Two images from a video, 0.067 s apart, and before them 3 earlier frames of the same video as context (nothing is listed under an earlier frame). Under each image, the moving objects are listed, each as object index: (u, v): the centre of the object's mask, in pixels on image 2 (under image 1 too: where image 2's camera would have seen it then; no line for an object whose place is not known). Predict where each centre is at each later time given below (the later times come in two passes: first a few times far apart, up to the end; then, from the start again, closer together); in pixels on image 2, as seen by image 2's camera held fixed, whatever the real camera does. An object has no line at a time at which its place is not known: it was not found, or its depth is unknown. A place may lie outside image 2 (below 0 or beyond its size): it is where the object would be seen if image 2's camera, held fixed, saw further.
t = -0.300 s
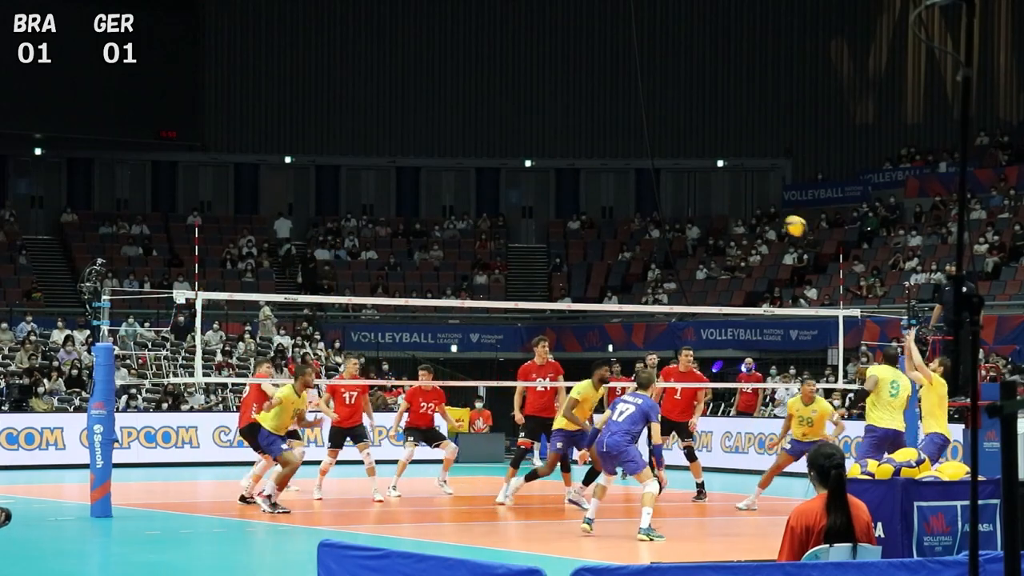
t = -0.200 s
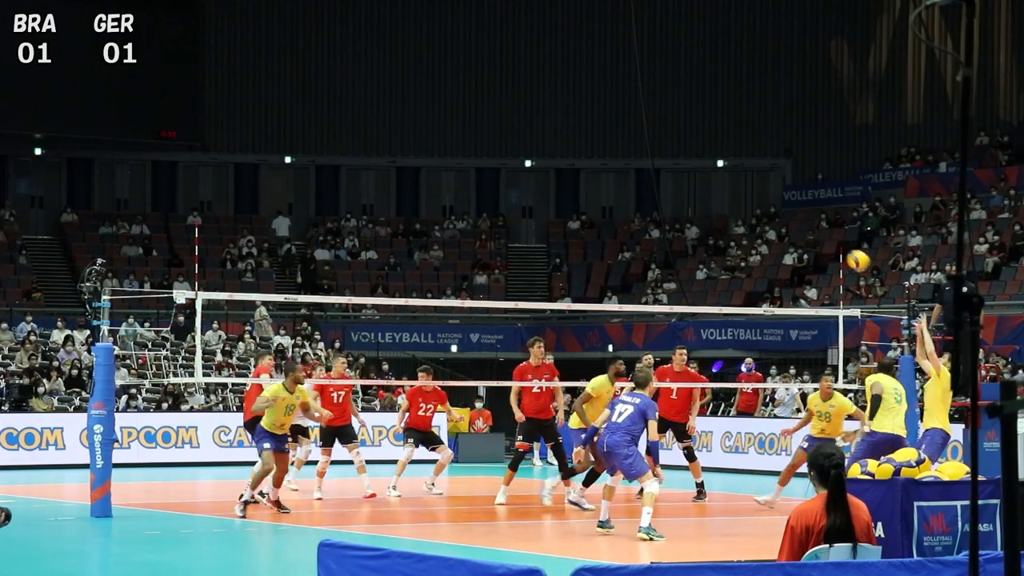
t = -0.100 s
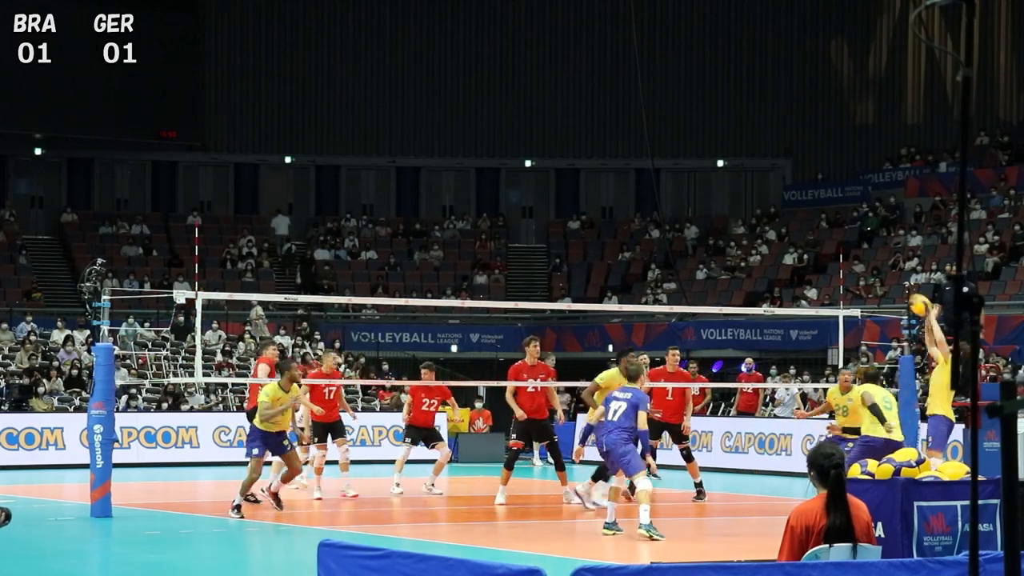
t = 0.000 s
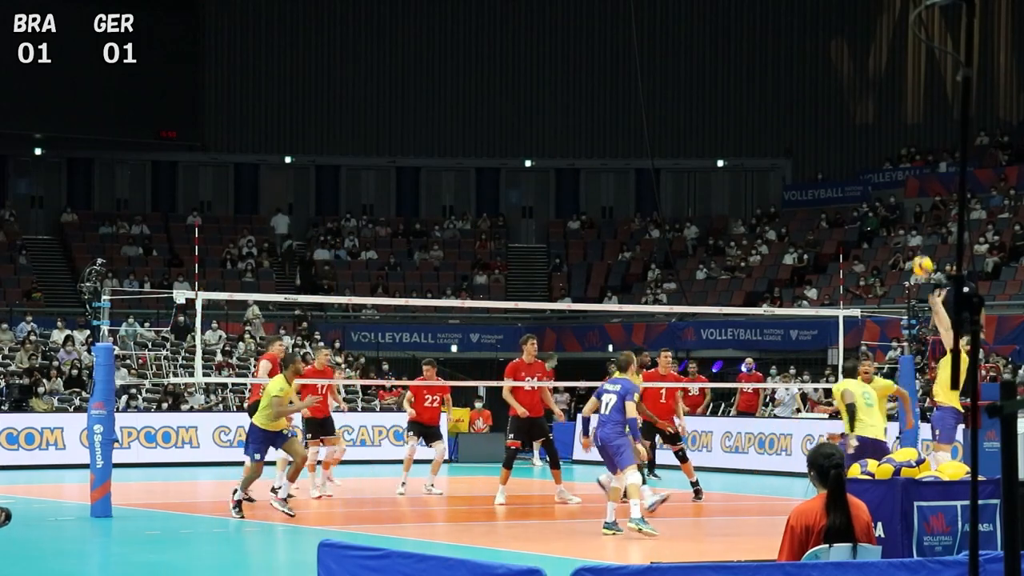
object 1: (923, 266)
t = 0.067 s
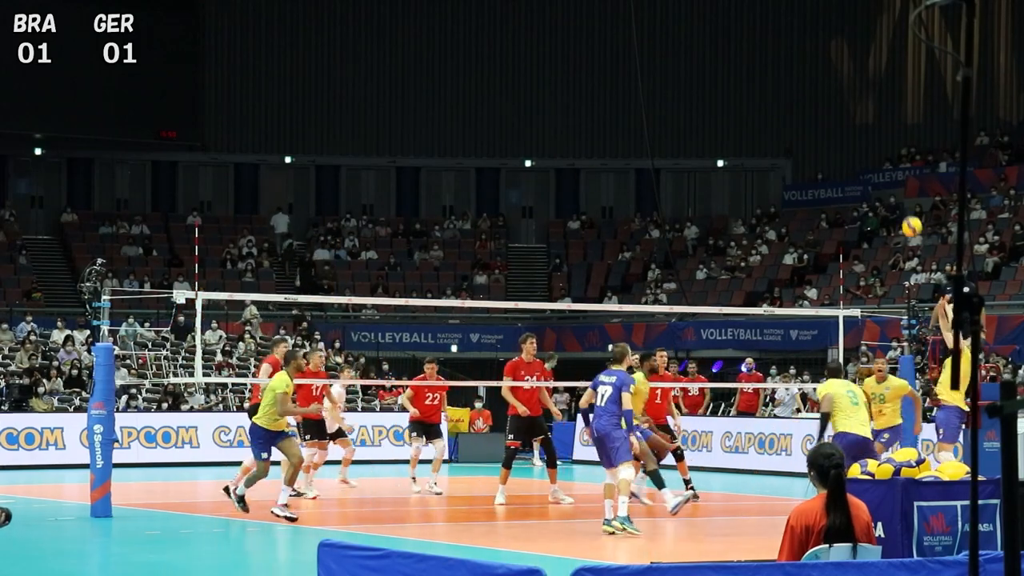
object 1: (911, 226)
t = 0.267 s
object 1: (882, 134)
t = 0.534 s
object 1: (846, 70)
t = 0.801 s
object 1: (811, 68)
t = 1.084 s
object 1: (775, 131)
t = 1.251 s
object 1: (755, 197)
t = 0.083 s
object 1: (909, 218)
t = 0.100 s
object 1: (907, 209)
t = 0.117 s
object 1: (904, 200)
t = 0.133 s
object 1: (901, 192)
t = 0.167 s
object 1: (897, 176)
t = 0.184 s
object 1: (894, 168)
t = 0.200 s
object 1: (892, 161)
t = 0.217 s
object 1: (889, 154)
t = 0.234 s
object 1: (887, 147)
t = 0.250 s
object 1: (885, 140)
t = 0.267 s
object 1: (882, 134)
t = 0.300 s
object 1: (877, 123)
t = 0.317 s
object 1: (875, 117)
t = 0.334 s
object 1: (872, 112)
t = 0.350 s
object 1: (870, 107)
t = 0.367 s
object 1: (868, 102)
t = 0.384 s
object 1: (866, 98)
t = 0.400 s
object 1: (863, 94)
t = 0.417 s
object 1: (861, 90)
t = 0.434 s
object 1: (859, 87)
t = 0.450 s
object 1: (857, 83)
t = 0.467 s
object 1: (855, 80)
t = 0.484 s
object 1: (852, 77)
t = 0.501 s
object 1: (850, 74)
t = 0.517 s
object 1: (848, 72)
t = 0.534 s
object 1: (846, 70)
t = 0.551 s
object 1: (844, 68)
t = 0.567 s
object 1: (841, 67)
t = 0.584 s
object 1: (839, 65)
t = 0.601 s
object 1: (837, 64)
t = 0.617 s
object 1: (834, 63)
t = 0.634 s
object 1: (832, 62)
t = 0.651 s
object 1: (830, 62)
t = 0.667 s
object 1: (828, 61)
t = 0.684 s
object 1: (826, 61)
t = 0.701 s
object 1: (824, 62)
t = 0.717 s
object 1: (822, 62)
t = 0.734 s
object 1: (820, 63)
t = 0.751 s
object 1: (817, 64)
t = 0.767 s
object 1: (815, 65)
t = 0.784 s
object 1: (813, 66)
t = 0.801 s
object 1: (811, 68)
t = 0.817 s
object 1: (808, 70)
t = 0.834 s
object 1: (806, 72)
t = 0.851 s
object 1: (804, 74)
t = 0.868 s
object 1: (802, 77)
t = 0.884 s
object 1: (800, 80)
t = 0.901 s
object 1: (798, 83)
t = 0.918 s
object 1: (796, 86)
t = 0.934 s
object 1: (794, 89)
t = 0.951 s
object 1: (792, 93)
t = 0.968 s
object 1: (790, 97)
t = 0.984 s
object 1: (787, 101)
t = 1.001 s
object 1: (786, 106)
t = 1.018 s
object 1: (783, 110)
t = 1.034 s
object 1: (781, 115)
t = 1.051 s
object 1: (779, 120)
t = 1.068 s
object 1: (777, 125)
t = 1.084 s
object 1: (775, 131)
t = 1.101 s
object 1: (773, 137)
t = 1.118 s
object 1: (771, 142)
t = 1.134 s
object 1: (769, 149)
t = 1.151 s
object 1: (767, 155)
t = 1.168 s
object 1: (765, 161)
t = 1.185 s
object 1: (763, 168)
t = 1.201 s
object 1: (761, 175)
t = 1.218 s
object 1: (759, 182)
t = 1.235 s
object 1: (757, 189)
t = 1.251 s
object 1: (755, 197)
